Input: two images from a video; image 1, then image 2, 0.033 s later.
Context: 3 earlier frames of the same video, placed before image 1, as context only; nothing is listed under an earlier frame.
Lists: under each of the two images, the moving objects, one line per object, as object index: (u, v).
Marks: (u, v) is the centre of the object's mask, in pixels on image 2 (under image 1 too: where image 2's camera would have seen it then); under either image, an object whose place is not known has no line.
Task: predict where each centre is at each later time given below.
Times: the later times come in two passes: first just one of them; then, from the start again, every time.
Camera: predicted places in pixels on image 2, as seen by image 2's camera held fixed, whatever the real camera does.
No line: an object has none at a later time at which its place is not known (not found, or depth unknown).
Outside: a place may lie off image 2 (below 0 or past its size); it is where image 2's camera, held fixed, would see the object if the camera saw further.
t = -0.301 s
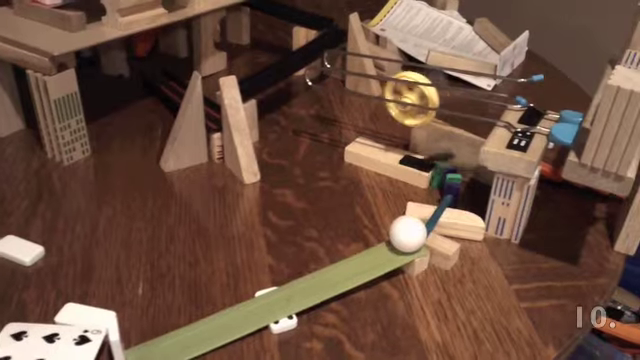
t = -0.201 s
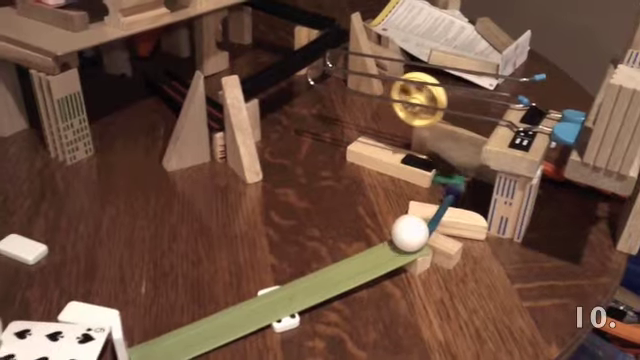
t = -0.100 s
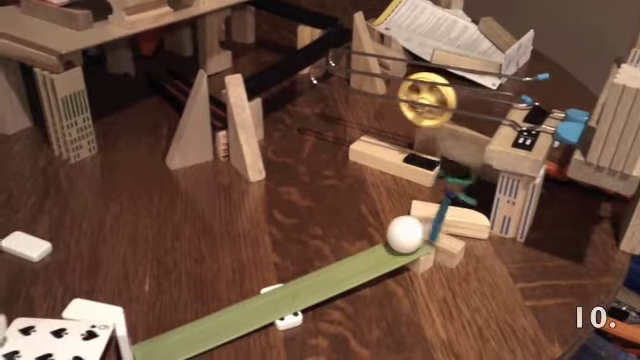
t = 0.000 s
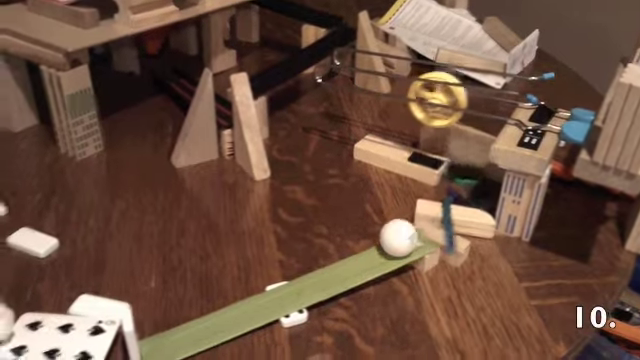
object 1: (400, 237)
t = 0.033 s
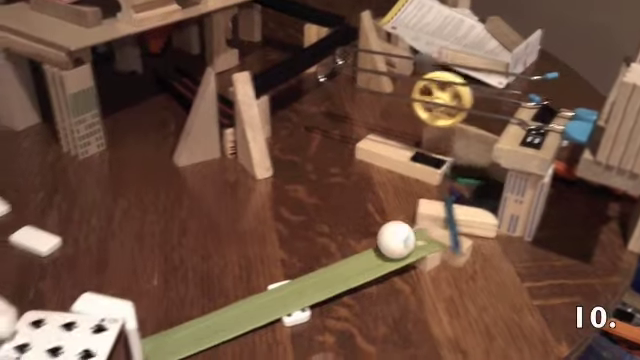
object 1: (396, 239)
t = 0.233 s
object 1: (353, 257)
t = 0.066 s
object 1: (390, 242)
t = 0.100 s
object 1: (384, 245)
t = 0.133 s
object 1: (378, 248)
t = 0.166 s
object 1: (370, 251)
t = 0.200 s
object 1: (362, 254)
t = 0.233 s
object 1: (353, 257)
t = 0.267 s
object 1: (344, 261)
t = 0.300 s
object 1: (335, 265)
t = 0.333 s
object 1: (325, 269)
